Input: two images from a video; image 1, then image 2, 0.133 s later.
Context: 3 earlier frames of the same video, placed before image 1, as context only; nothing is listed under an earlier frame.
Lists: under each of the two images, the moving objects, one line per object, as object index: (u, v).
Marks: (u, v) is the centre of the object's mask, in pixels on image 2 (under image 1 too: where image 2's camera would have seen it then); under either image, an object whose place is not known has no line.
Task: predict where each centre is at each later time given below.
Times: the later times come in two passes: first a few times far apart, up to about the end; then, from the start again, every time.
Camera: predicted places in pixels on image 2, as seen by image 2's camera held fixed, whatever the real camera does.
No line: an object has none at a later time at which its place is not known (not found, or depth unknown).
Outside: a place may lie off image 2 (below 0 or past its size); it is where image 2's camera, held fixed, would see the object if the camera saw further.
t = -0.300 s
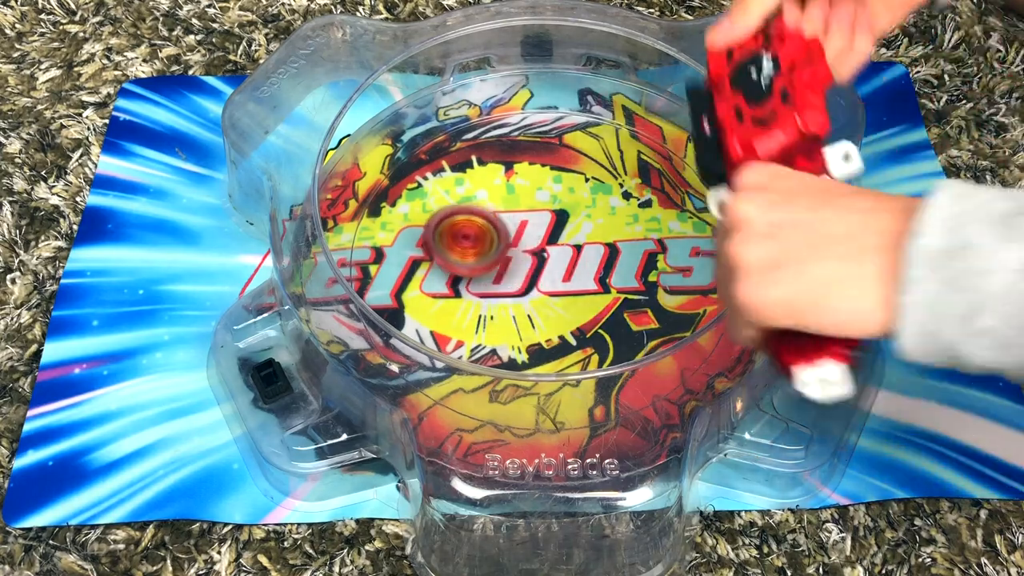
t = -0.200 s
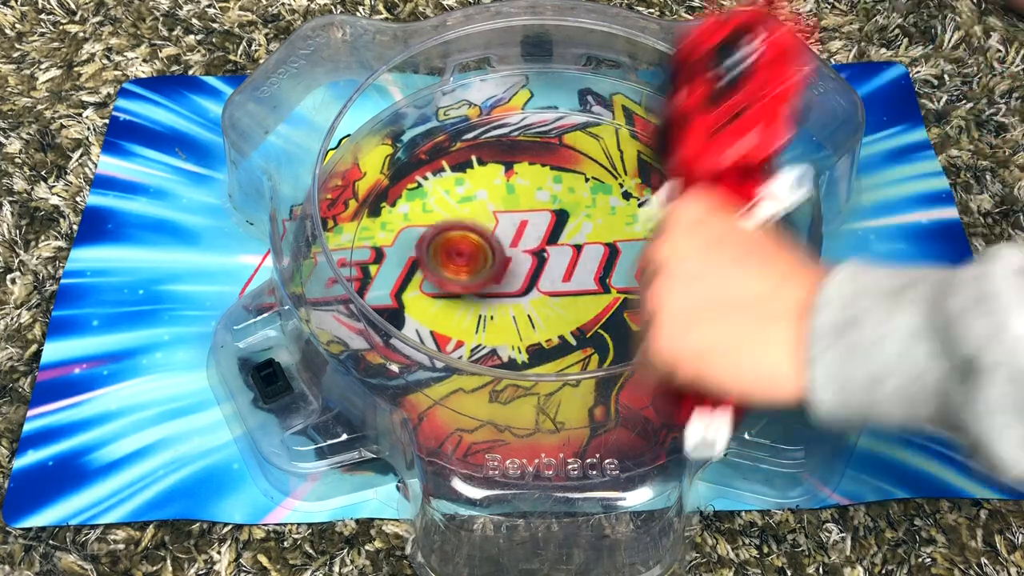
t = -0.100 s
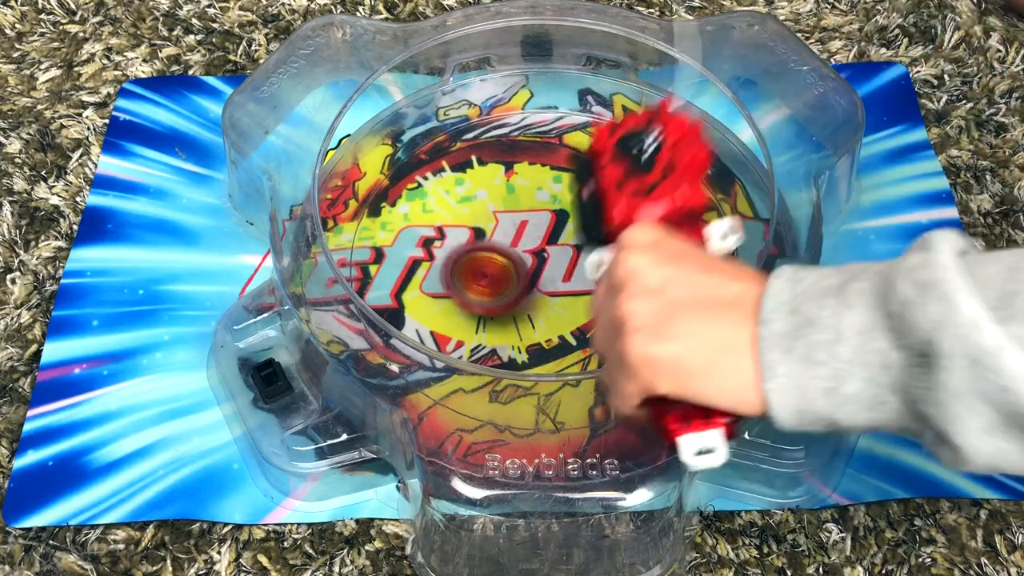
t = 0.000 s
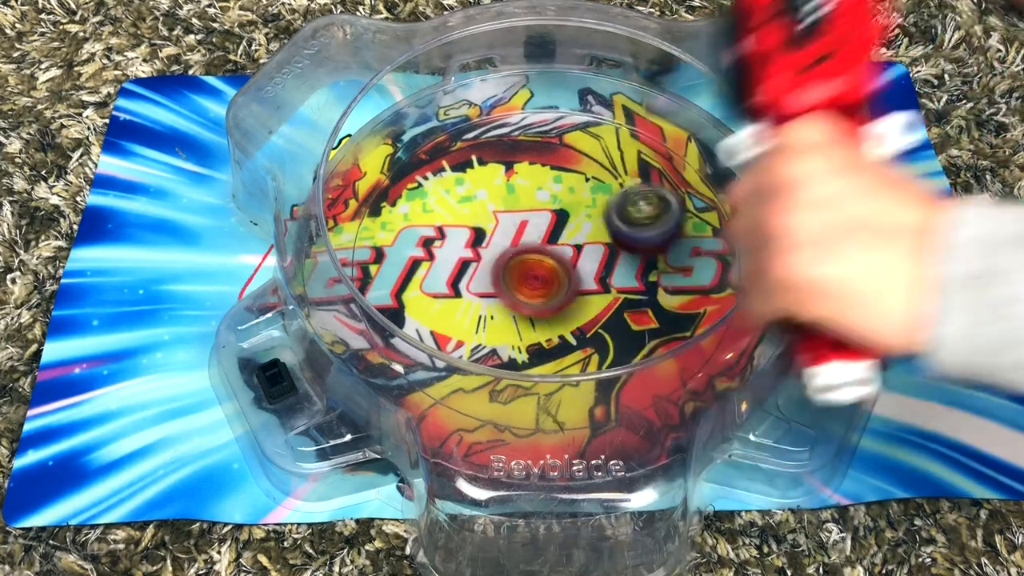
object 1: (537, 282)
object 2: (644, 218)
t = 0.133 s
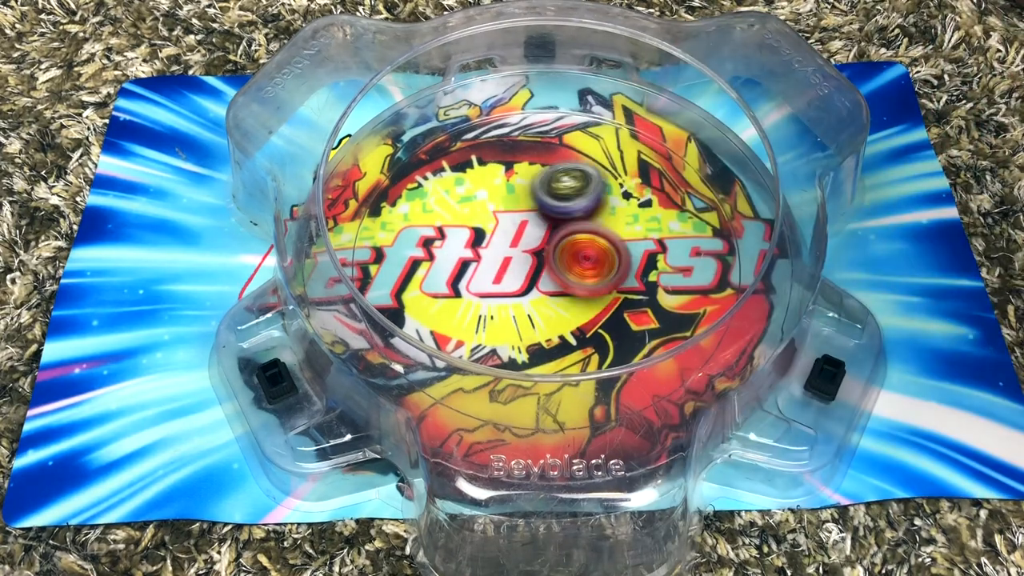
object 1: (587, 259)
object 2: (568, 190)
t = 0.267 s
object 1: (593, 248)
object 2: (465, 180)
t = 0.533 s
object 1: (528, 200)
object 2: (377, 317)
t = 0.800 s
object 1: (509, 262)
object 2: (674, 357)
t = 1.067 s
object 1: (624, 268)
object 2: (631, 118)
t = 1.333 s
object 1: (605, 179)
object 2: (356, 227)
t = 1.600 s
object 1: (469, 211)
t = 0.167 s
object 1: (593, 259)
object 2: (543, 183)
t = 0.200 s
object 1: (596, 255)
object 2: (518, 179)
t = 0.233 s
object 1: (595, 251)
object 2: (491, 177)
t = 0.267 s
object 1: (593, 248)
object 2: (465, 180)
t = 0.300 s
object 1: (591, 240)
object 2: (440, 185)
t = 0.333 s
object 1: (586, 233)
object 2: (417, 195)
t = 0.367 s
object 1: (577, 225)
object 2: (396, 208)
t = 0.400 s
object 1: (570, 220)
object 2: (380, 226)
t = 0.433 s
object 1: (561, 213)
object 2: (369, 245)
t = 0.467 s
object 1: (552, 207)
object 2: (363, 264)
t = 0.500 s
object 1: (540, 202)
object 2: (358, 291)
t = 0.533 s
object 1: (528, 200)
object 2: (377, 317)
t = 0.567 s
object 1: (522, 199)
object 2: (405, 345)
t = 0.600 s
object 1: (512, 200)
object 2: (431, 364)
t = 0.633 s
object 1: (503, 206)
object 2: (462, 387)
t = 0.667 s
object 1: (497, 214)
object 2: (505, 397)
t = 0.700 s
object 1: (494, 224)
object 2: (551, 409)
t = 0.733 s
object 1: (496, 236)
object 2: (595, 397)
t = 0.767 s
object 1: (499, 248)
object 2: (638, 380)
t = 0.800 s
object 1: (509, 262)
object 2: (674, 357)
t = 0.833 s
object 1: (523, 271)
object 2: (702, 327)
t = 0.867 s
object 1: (539, 279)
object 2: (717, 294)
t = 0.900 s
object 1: (554, 283)
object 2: (722, 260)
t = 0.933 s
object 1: (571, 285)
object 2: (719, 227)
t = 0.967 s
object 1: (585, 284)
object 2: (707, 196)
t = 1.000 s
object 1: (600, 282)
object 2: (686, 167)
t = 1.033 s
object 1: (614, 276)
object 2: (661, 143)
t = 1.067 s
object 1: (624, 268)
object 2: (631, 118)
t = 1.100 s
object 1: (628, 258)
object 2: (597, 99)
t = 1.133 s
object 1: (632, 248)
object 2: (559, 94)
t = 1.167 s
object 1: (633, 237)
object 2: (516, 95)
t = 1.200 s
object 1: (633, 223)
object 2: (470, 102)
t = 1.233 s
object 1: (629, 208)
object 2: (431, 120)
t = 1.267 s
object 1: (624, 196)
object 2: (393, 142)
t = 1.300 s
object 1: (615, 187)
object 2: (364, 177)
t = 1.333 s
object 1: (605, 179)
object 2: (356, 227)
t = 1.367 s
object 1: (591, 173)
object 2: (351, 275)
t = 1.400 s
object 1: (574, 169)
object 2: (373, 323)
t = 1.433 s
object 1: (552, 168)
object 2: (412, 364)
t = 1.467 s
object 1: (533, 171)
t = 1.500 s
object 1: (511, 178)
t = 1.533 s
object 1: (494, 187)
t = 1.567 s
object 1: (479, 199)
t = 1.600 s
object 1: (469, 211)
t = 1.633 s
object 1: (463, 225)
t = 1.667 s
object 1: (462, 243)
